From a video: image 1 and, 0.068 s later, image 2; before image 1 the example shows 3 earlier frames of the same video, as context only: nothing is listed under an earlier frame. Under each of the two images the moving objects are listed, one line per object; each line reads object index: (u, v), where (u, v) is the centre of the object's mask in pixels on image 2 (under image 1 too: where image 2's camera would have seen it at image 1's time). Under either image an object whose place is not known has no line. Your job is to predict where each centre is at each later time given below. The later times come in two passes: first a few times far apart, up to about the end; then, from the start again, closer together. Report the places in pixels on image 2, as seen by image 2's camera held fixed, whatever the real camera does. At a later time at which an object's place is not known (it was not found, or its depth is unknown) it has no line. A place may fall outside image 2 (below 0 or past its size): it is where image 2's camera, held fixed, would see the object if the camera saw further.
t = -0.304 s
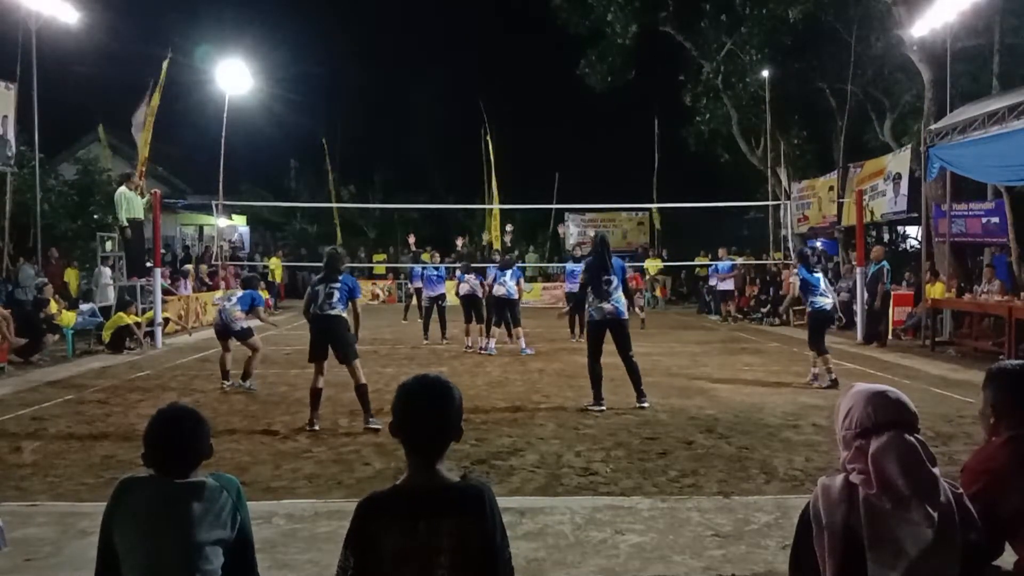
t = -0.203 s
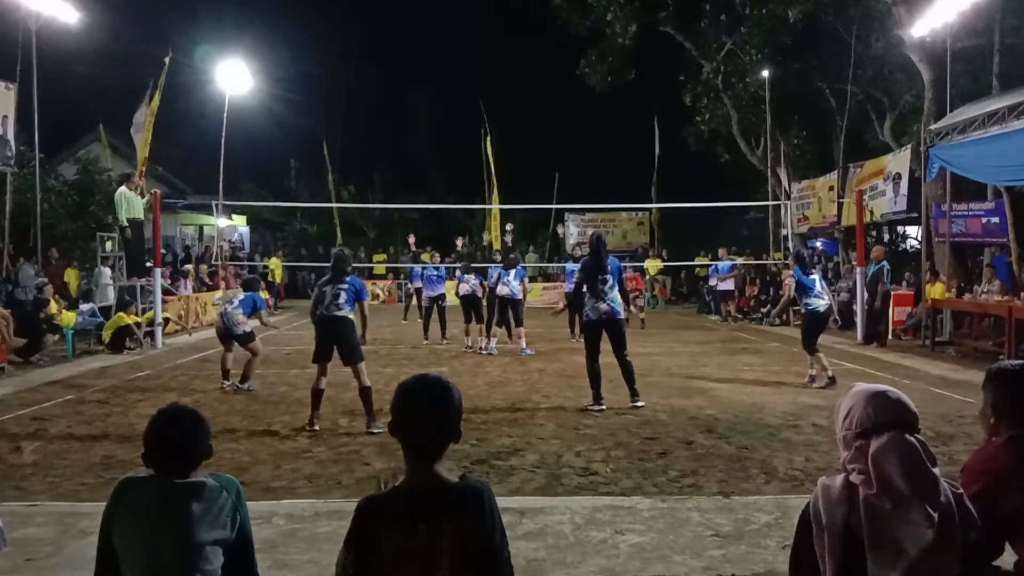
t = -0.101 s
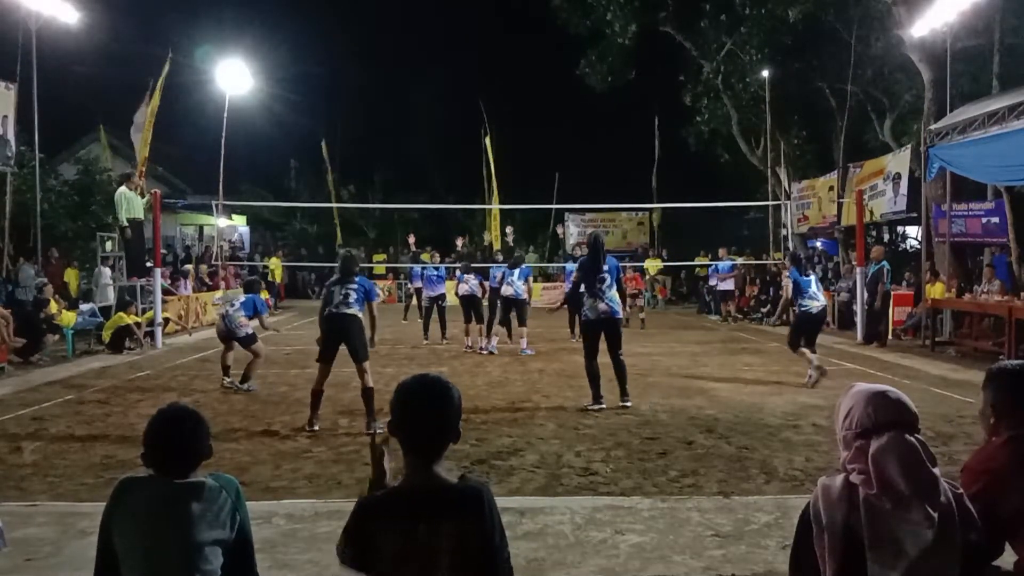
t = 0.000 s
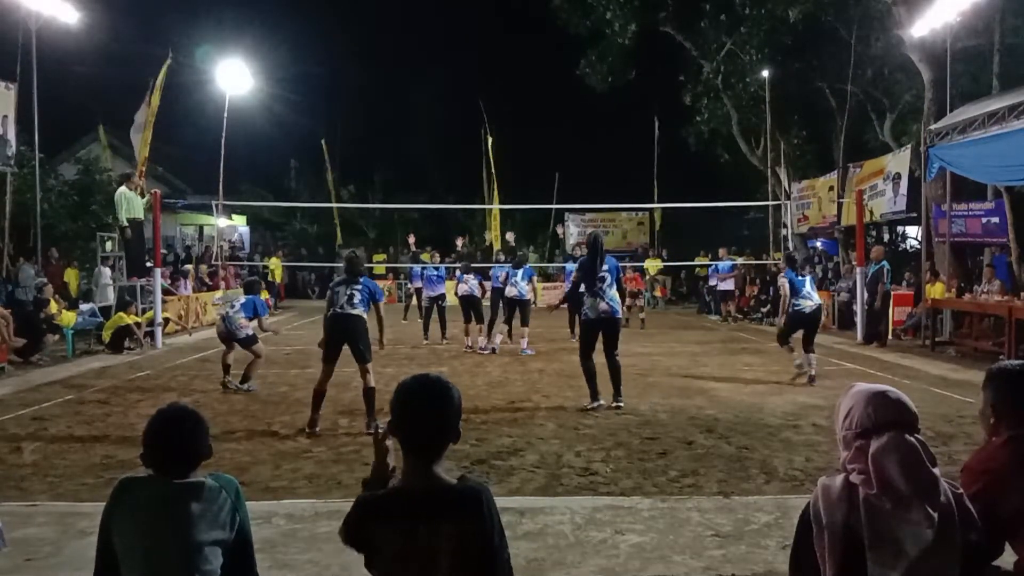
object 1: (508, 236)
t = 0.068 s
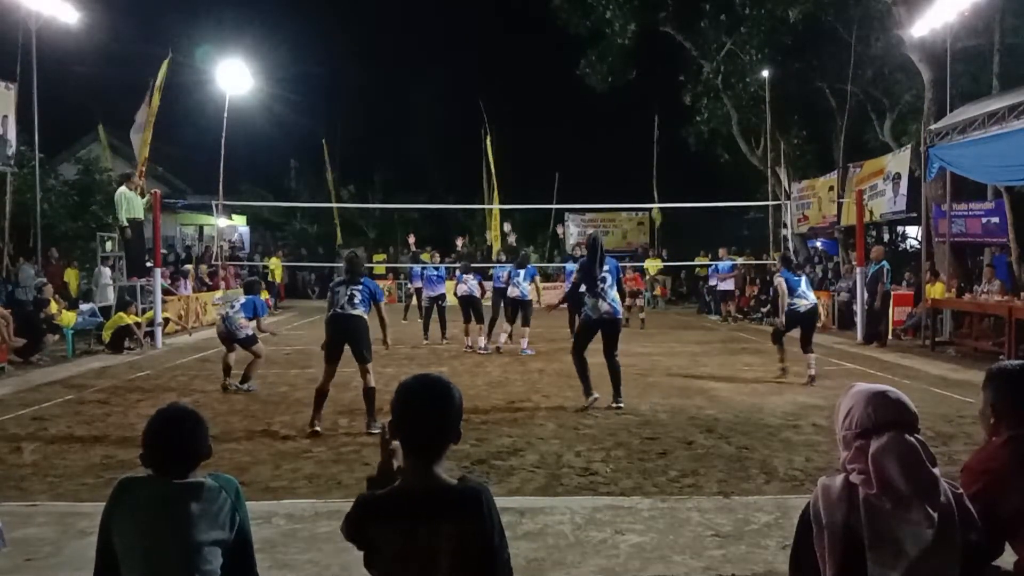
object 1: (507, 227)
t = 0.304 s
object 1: (495, 188)
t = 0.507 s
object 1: (475, 165)
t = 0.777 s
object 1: (433, 161)
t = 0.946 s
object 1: (390, 185)
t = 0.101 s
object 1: (506, 221)
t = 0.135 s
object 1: (504, 215)
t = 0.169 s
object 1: (503, 211)
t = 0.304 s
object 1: (495, 188)
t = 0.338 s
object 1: (491, 183)
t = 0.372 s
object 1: (488, 179)
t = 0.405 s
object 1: (486, 175)
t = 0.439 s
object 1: (483, 171)
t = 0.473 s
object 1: (479, 168)
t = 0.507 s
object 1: (475, 165)
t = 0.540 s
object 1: (471, 162)
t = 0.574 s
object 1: (467, 160)
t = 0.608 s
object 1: (462, 159)
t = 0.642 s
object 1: (457, 158)
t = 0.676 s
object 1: (452, 157)
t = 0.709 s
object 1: (445, 158)
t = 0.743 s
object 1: (439, 159)
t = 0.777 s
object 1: (433, 161)
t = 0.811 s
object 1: (425, 163)
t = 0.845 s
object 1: (418, 167)
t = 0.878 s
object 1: (409, 172)
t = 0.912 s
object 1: (400, 178)
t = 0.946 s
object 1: (390, 185)
